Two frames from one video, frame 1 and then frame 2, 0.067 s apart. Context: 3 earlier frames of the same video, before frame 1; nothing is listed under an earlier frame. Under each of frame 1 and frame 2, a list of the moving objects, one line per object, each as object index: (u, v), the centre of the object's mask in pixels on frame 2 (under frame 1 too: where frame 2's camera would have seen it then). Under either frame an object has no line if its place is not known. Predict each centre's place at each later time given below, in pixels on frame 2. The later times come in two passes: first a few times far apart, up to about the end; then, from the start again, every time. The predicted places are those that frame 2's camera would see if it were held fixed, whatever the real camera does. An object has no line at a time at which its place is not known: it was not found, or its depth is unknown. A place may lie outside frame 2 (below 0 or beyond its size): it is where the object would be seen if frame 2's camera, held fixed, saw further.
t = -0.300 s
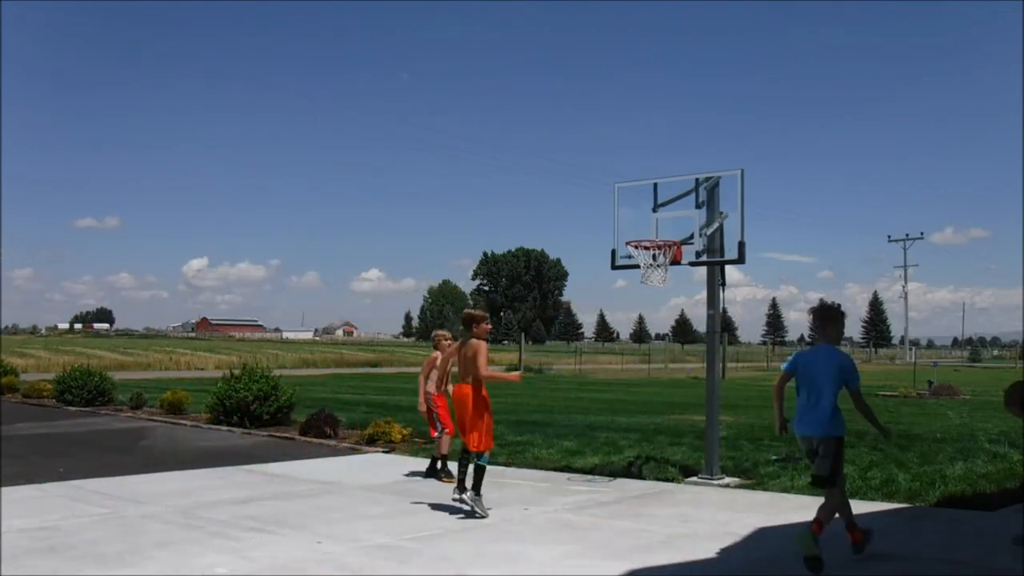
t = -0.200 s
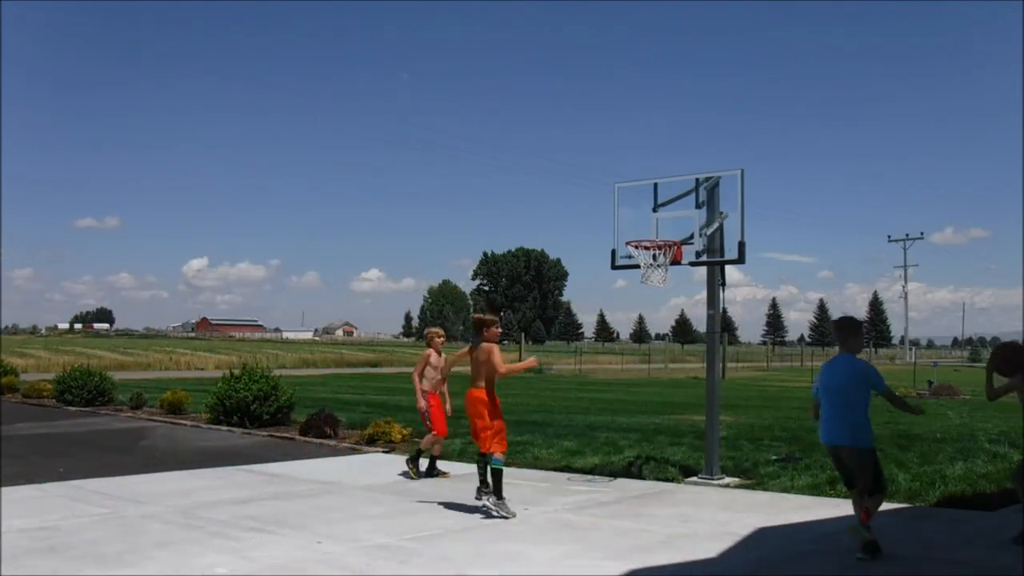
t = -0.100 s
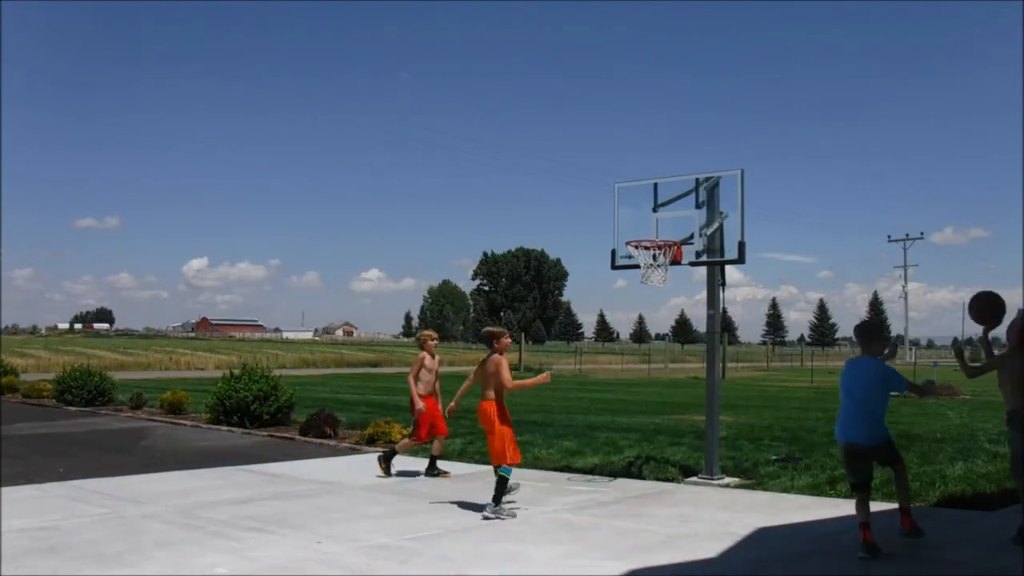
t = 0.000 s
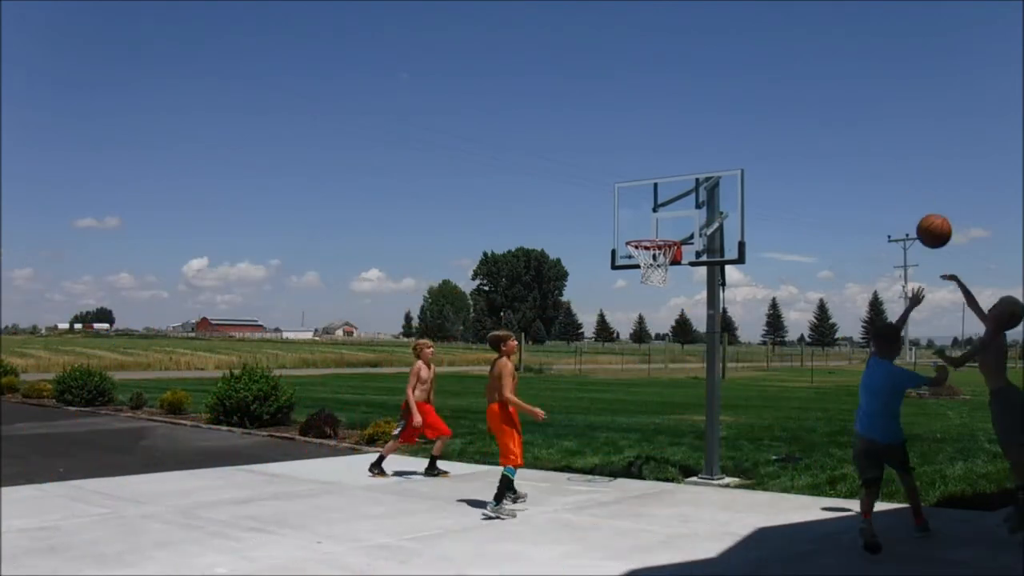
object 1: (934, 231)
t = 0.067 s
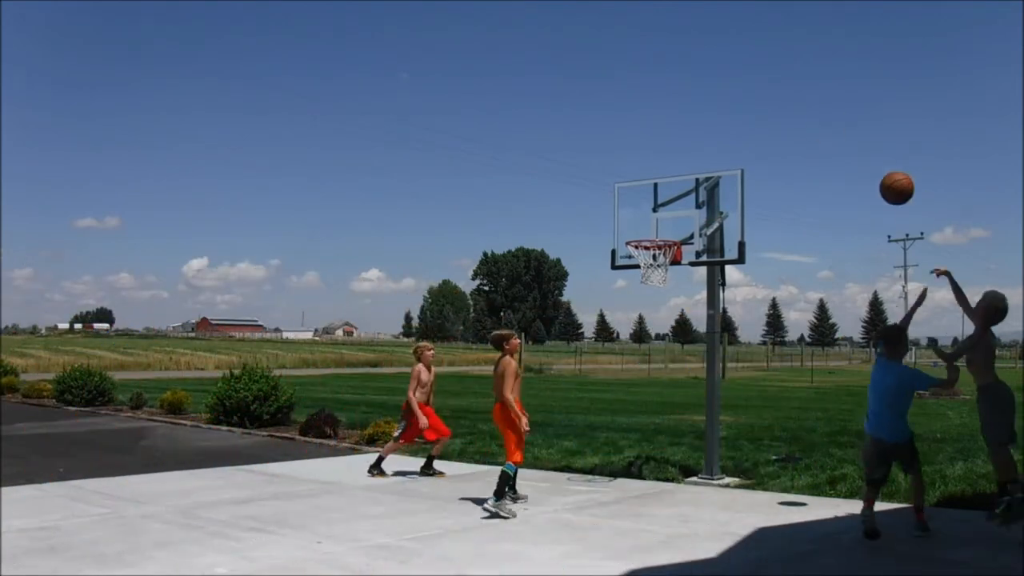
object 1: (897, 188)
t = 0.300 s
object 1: (781, 99)
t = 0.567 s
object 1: (674, 90)
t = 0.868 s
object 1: (576, 167)
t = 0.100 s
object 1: (878, 170)
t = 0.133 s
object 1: (861, 153)
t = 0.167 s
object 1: (844, 139)
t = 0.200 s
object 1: (828, 126)
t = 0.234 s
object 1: (812, 116)
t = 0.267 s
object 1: (796, 107)
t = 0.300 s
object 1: (781, 99)
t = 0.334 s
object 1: (766, 93)
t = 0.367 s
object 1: (752, 89)
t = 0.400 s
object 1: (738, 86)
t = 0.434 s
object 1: (725, 84)
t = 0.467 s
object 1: (712, 83)
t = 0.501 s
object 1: (699, 84)
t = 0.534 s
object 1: (686, 86)
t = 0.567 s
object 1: (674, 90)
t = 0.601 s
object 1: (662, 94)
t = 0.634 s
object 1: (651, 100)
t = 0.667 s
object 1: (639, 107)
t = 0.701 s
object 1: (628, 114)
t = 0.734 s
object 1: (618, 123)
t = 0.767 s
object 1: (607, 133)
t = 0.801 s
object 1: (596, 143)
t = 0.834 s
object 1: (586, 154)
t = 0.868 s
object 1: (576, 167)
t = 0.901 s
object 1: (566, 180)
